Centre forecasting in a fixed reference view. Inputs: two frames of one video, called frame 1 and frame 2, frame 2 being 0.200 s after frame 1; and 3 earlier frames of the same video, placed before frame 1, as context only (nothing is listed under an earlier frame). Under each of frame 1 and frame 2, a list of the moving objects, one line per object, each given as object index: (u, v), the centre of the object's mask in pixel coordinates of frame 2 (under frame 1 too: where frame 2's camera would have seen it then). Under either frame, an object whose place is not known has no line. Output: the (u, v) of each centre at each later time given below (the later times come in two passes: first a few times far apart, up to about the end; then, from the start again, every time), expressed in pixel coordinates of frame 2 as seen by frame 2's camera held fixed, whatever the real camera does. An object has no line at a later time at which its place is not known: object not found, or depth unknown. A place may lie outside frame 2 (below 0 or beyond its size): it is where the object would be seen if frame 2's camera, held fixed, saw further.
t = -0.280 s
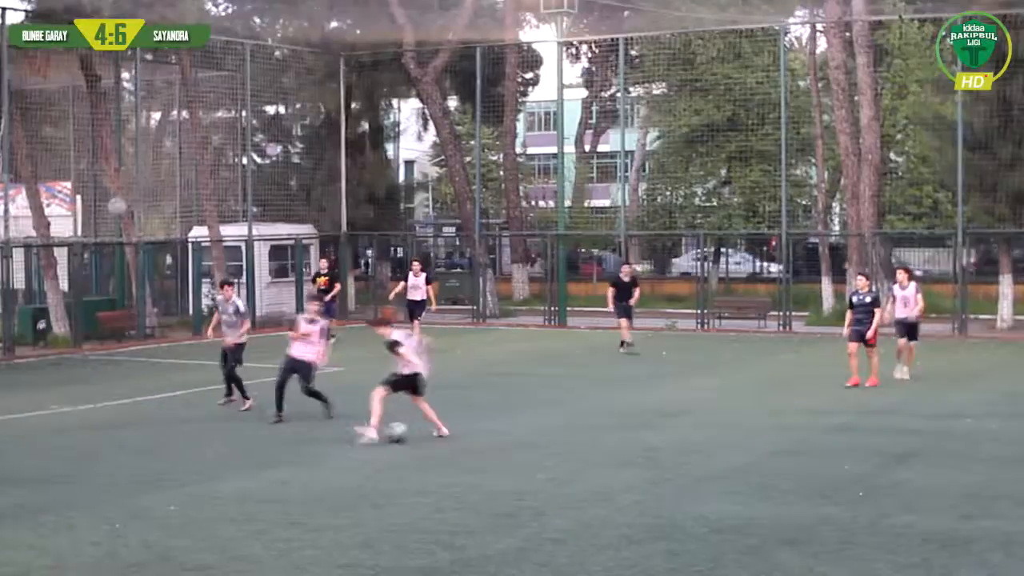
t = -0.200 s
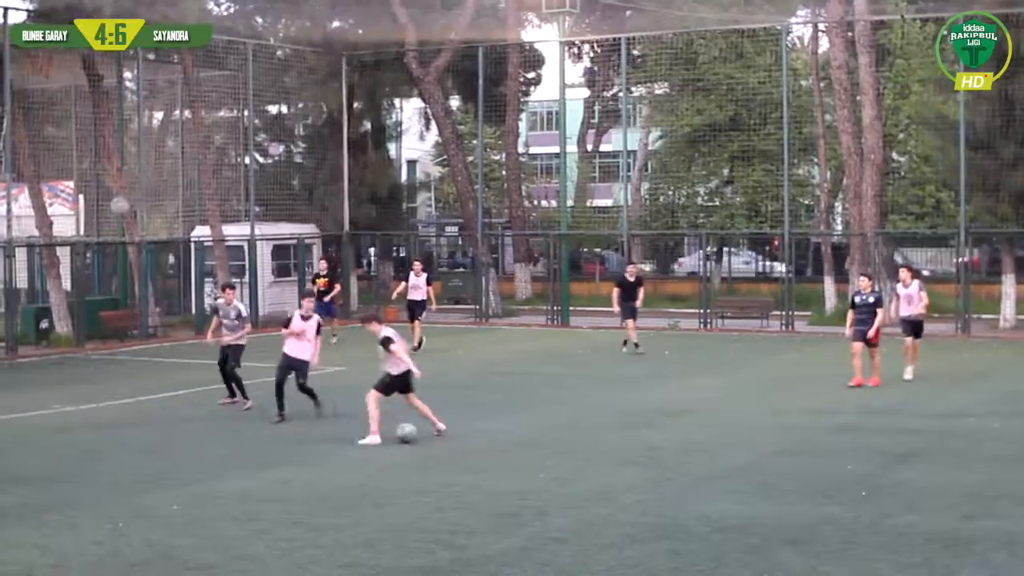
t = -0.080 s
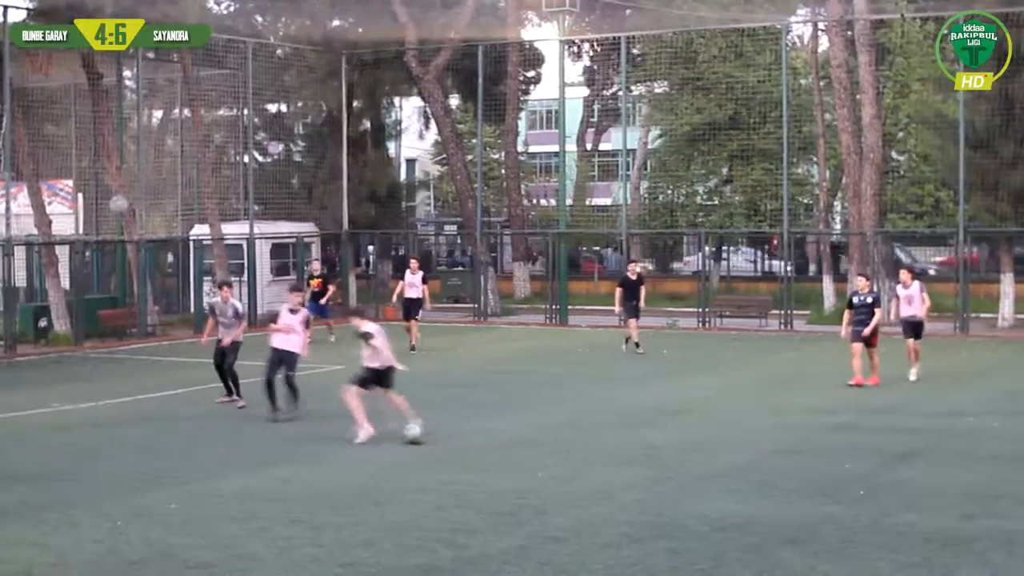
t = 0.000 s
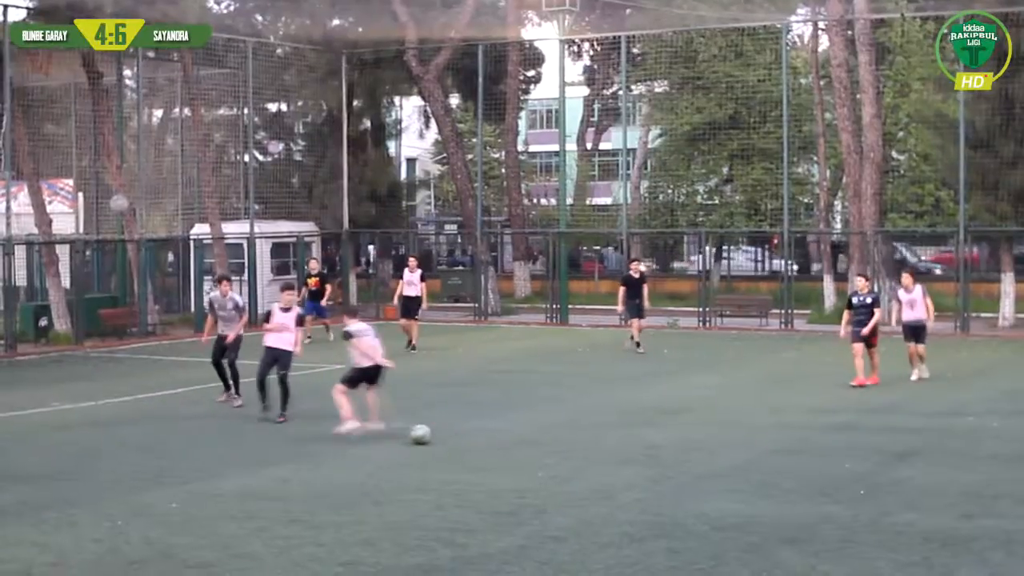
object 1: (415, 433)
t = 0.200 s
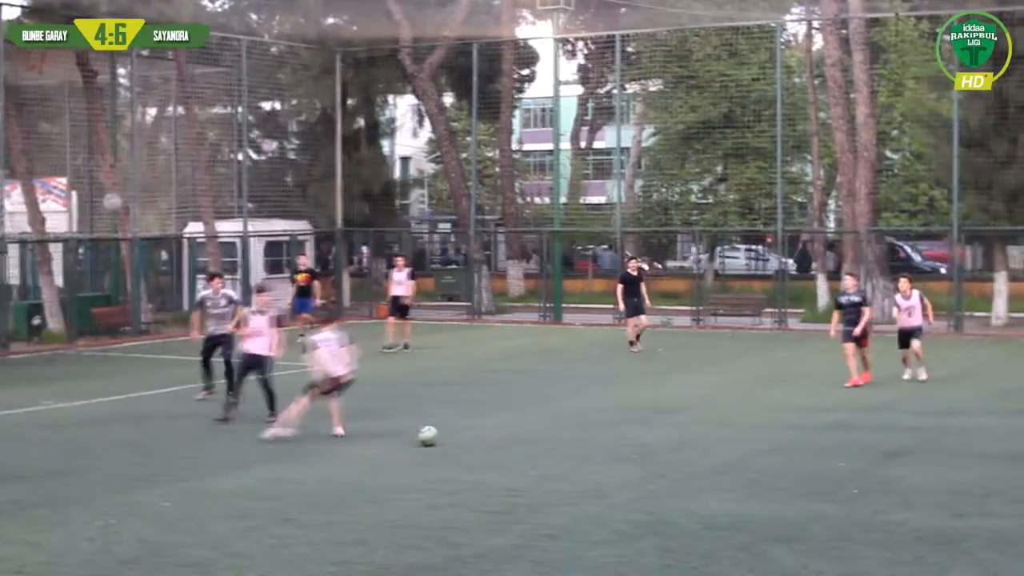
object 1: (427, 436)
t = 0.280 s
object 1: (434, 437)
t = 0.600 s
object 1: (458, 441)
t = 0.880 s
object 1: (478, 444)
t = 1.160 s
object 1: (499, 448)
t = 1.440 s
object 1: (519, 451)
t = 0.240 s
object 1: (430, 436)
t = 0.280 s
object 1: (434, 437)
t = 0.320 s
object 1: (438, 437)
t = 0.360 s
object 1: (440, 438)
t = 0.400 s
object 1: (443, 438)
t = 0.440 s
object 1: (446, 439)
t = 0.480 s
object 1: (450, 439)
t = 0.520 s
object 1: (453, 440)
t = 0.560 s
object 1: (456, 440)
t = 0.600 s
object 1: (458, 441)
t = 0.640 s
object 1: (461, 442)
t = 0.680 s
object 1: (464, 442)
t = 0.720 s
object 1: (467, 443)
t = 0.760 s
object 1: (470, 443)
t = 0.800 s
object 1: (473, 443)
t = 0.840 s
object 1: (476, 444)
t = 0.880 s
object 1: (478, 444)
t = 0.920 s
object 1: (481, 445)
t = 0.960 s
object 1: (485, 445)
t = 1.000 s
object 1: (487, 446)
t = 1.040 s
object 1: (489, 447)
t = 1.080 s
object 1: (493, 447)
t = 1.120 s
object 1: (496, 448)
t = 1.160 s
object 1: (499, 448)
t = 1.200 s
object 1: (501, 449)
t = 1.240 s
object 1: (504, 449)
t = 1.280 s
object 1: (506, 450)
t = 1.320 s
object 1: (510, 450)
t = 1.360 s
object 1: (514, 450)
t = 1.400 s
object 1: (516, 451)
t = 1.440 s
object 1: (519, 451)
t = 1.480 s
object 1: (520, 452)
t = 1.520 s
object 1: (523, 452)
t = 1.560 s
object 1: (526, 453)
